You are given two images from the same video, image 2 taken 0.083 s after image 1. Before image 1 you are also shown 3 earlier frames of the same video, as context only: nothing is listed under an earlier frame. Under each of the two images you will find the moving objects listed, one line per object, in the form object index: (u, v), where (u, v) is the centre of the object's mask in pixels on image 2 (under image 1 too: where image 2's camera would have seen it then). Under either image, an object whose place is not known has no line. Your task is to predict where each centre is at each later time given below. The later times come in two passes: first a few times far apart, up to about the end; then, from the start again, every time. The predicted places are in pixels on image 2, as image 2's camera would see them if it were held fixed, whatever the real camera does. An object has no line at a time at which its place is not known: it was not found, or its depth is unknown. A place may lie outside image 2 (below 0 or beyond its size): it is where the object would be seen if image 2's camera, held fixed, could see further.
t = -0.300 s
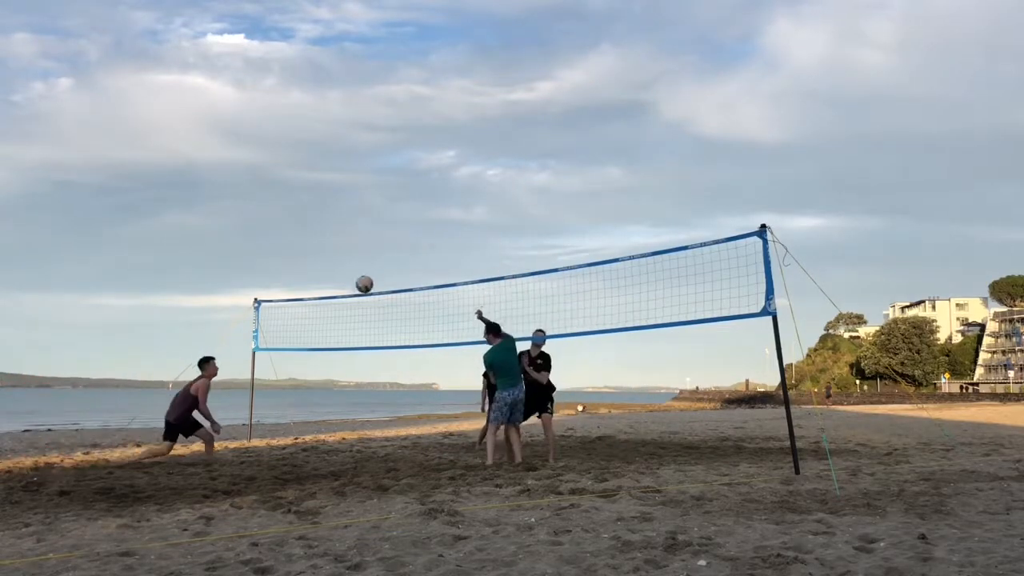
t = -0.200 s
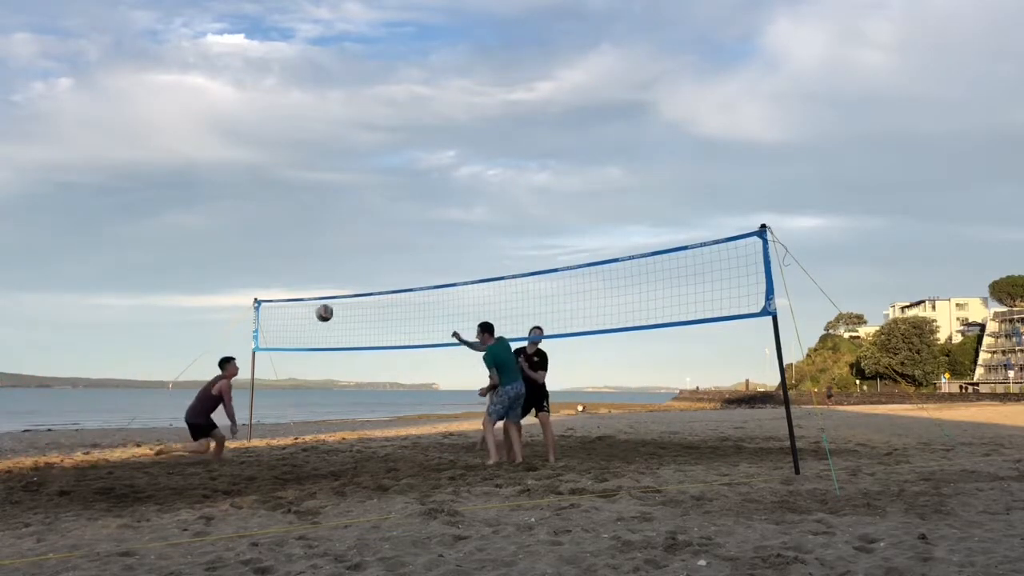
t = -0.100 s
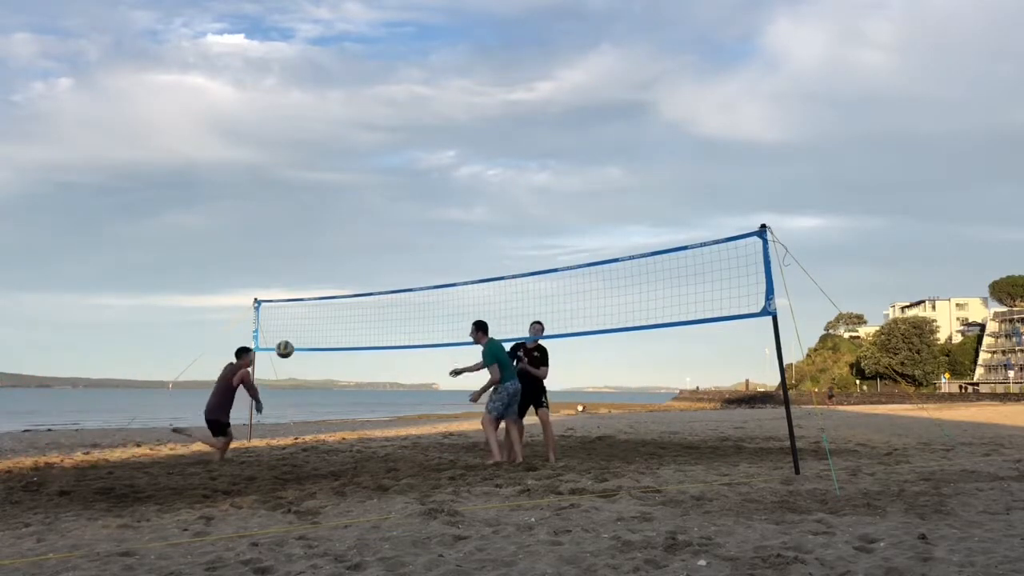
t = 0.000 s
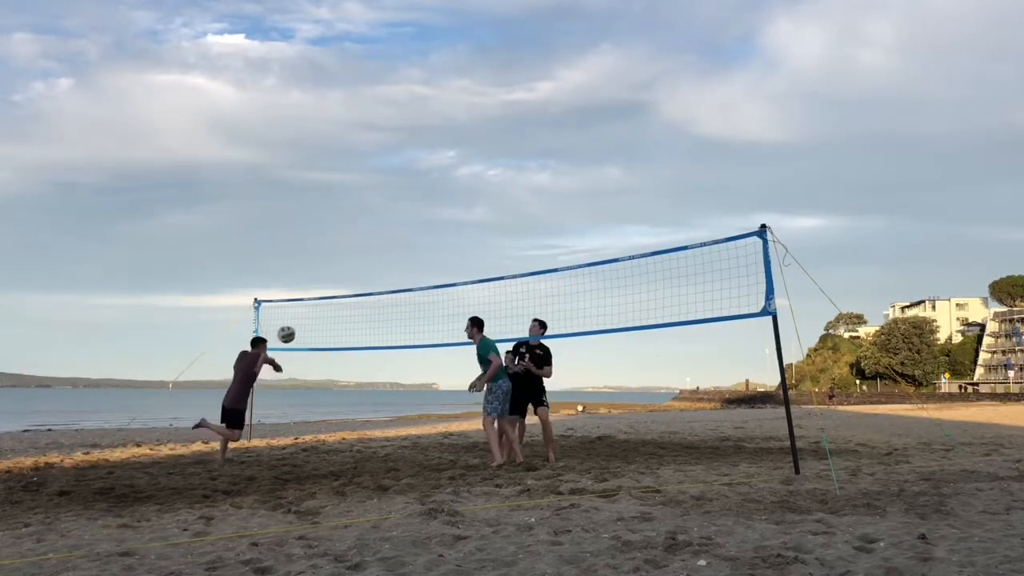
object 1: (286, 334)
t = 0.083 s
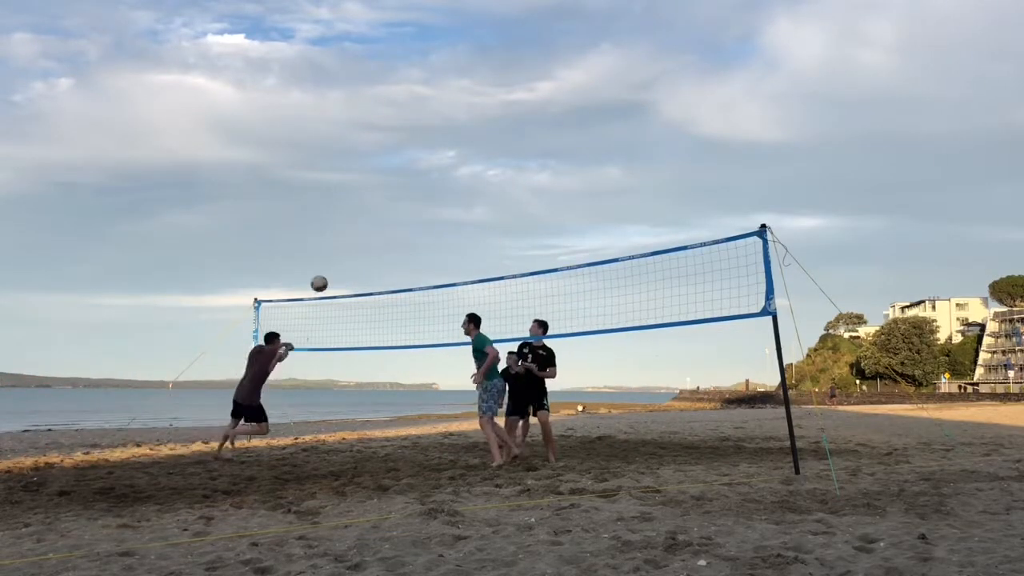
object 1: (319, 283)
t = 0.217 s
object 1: (368, 219)
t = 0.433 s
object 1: (437, 155)
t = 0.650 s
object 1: (498, 131)
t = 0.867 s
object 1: (551, 138)
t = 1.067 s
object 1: (594, 167)
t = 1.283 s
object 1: (634, 222)
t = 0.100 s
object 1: (325, 274)
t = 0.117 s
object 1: (332, 265)
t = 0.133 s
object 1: (338, 257)
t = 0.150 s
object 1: (344, 249)
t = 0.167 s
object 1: (350, 241)
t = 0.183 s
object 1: (356, 233)
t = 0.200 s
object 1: (362, 226)
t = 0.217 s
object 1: (368, 219)
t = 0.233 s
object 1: (374, 213)
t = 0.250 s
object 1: (379, 206)
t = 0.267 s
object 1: (385, 200)
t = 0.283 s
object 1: (390, 195)
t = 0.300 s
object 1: (396, 189)
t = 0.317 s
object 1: (401, 184)
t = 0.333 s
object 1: (406, 179)
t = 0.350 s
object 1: (412, 174)
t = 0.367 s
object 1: (417, 170)
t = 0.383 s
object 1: (422, 166)
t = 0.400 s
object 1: (427, 162)
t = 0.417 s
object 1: (432, 159)
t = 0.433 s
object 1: (437, 155)
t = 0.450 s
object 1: (442, 152)
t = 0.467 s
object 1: (447, 150)
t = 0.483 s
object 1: (452, 147)
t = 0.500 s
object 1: (457, 144)
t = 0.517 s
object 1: (462, 142)
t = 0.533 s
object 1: (467, 140)
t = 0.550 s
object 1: (471, 138)
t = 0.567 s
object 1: (476, 137)
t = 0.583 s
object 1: (480, 135)
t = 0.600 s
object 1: (485, 134)
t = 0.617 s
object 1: (489, 133)
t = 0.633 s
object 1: (494, 132)
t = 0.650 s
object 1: (498, 131)
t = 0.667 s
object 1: (502, 130)
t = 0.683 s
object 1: (507, 130)
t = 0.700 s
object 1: (511, 130)
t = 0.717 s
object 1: (515, 130)
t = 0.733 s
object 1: (519, 130)
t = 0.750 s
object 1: (523, 130)
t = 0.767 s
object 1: (527, 131)
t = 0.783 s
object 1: (531, 132)
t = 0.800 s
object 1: (535, 133)
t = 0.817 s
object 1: (539, 134)
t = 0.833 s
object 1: (543, 135)
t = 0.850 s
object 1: (547, 136)
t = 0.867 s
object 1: (551, 138)
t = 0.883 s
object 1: (555, 139)
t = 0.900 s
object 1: (559, 141)
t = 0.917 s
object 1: (562, 143)
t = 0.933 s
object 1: (566, 145)
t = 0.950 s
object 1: (570, 147)
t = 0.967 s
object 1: (573, 150)
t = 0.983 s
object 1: (577, 152)
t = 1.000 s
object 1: (580, 155)
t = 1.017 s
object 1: (584, 158)
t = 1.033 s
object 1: (587, 161)
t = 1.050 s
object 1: (590, 164)
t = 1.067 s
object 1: (594, 167)
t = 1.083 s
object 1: (597, 171)
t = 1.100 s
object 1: (600, 174)
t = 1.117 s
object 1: (603, 178)
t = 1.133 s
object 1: (607, 182)
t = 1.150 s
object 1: (610, 186)
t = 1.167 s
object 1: (613, 190)
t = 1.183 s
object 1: (616, 194)
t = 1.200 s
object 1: (619, 198)
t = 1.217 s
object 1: (622, 203)
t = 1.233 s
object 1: (626, 207)
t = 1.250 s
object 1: (628, 212)
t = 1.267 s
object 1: (632, 217)
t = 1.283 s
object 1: (634, 222)
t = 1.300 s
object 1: (637, 227)
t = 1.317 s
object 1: (640, 232)
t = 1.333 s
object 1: (643, 236)
